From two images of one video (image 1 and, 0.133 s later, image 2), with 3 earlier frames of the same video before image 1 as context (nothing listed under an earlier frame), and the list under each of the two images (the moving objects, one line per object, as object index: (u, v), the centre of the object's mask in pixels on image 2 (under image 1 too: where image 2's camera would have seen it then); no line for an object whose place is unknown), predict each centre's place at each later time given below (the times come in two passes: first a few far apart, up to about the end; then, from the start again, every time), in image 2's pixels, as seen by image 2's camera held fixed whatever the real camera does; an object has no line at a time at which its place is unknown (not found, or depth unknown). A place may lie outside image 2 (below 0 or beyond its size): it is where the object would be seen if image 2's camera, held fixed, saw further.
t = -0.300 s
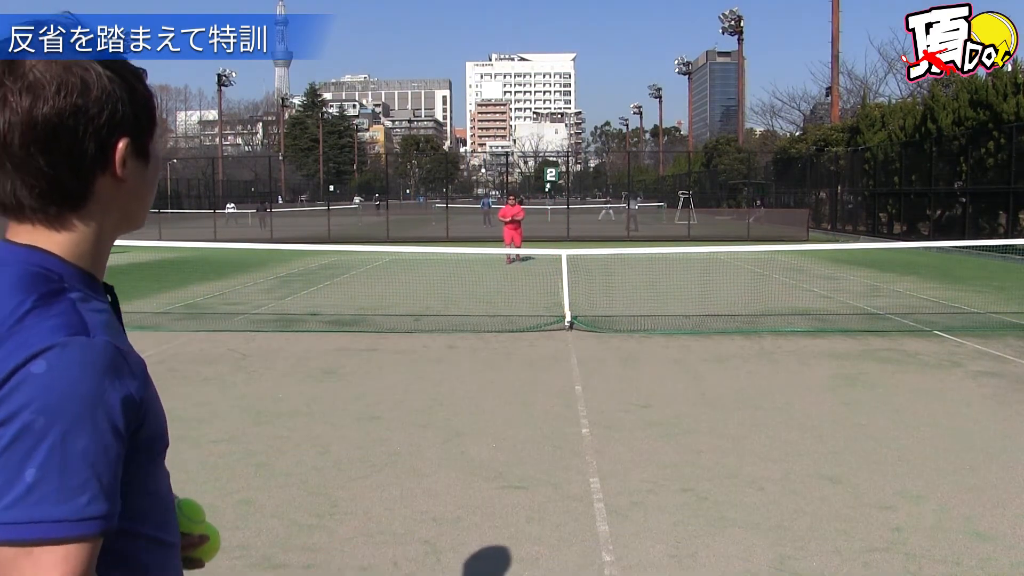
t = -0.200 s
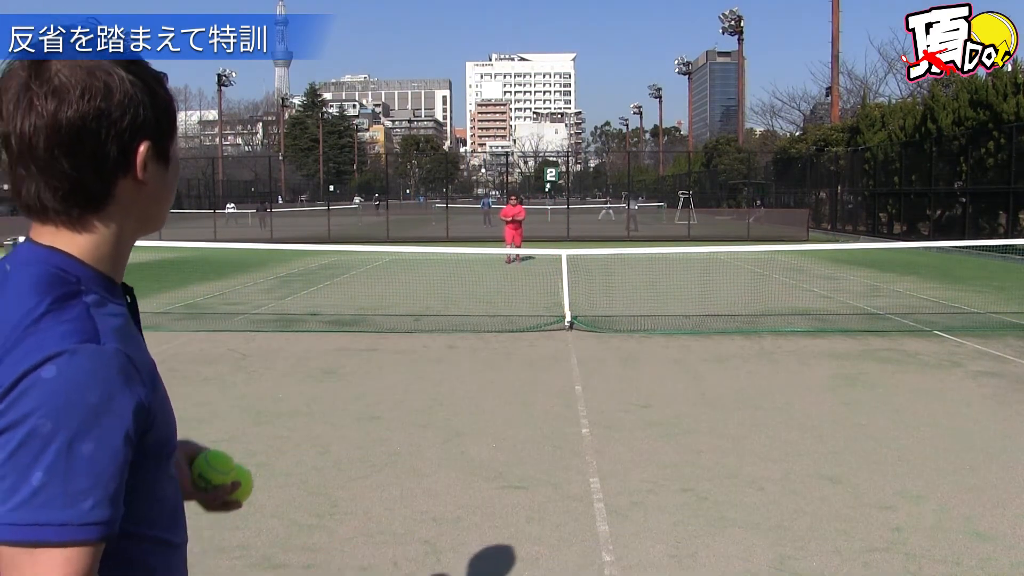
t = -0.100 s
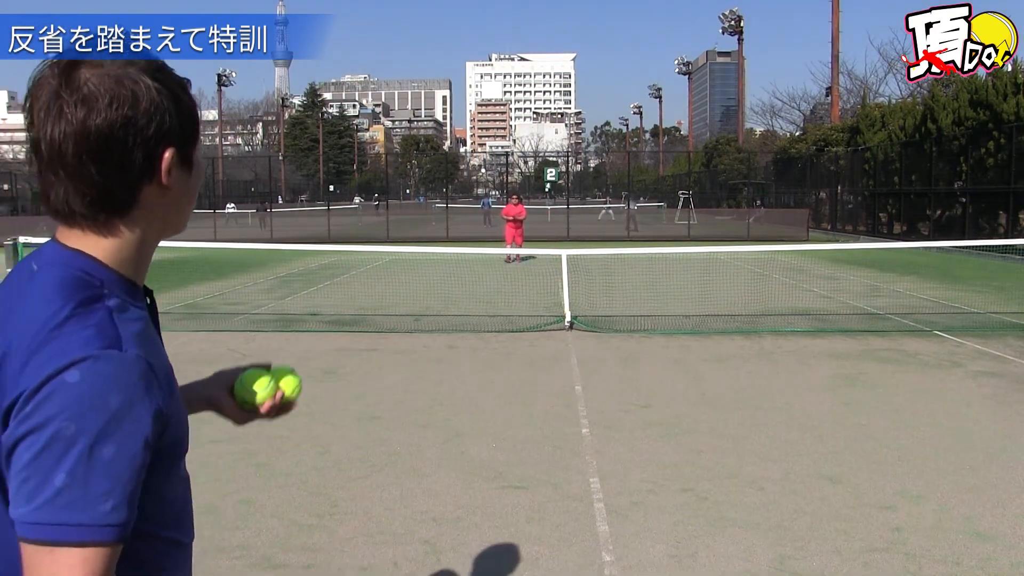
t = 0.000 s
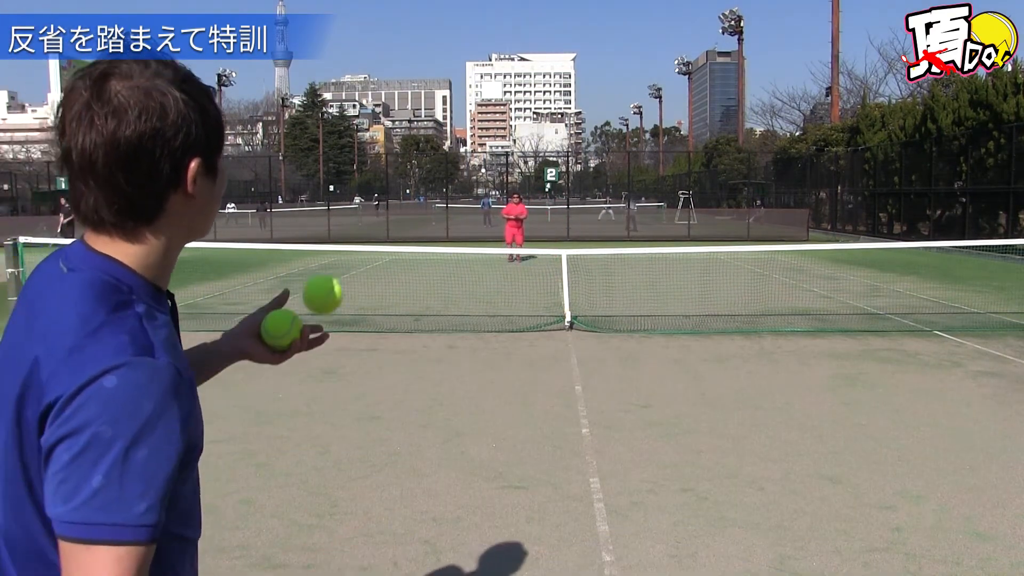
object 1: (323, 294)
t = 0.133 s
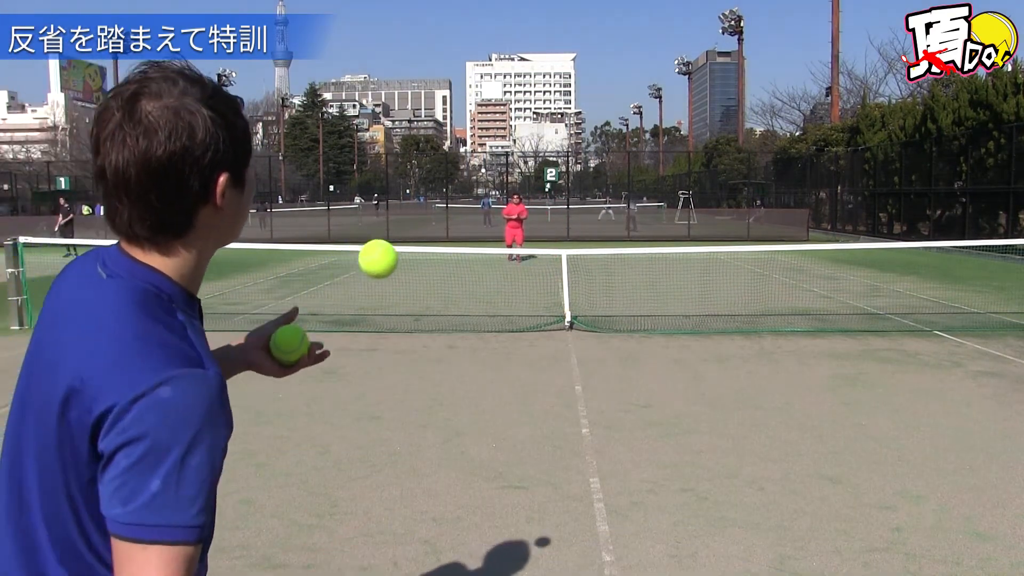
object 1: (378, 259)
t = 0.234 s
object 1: (421, 297)
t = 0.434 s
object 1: (499, 518)
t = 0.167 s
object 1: (391, 266)
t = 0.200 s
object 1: (405, 278)
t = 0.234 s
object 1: (421, 297)
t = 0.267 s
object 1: (435, 321)
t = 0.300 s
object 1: (446, 351)
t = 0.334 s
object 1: (459, 385)
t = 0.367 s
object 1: (472, 425)
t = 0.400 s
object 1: (485, 470)
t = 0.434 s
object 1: (499, 518)
